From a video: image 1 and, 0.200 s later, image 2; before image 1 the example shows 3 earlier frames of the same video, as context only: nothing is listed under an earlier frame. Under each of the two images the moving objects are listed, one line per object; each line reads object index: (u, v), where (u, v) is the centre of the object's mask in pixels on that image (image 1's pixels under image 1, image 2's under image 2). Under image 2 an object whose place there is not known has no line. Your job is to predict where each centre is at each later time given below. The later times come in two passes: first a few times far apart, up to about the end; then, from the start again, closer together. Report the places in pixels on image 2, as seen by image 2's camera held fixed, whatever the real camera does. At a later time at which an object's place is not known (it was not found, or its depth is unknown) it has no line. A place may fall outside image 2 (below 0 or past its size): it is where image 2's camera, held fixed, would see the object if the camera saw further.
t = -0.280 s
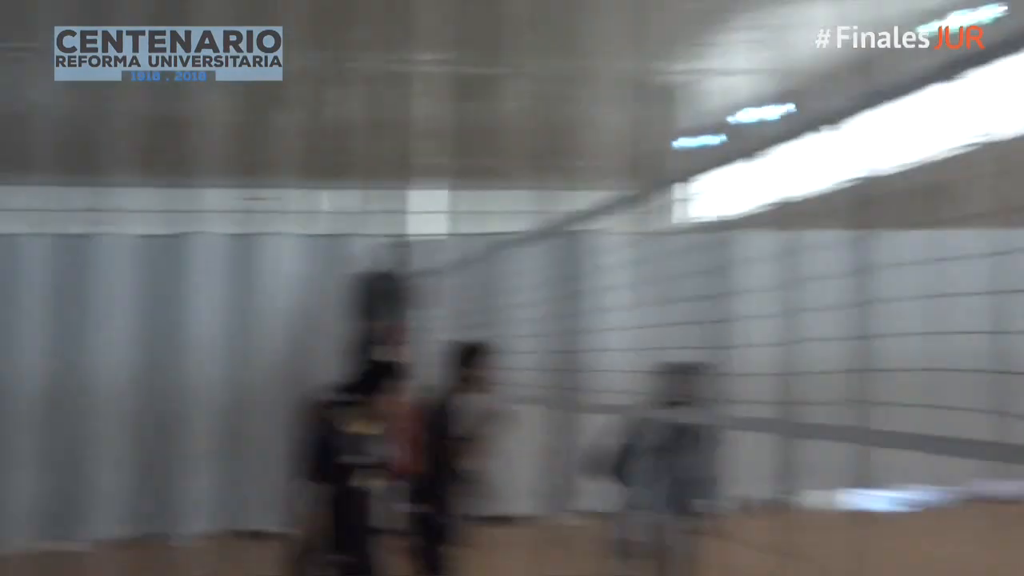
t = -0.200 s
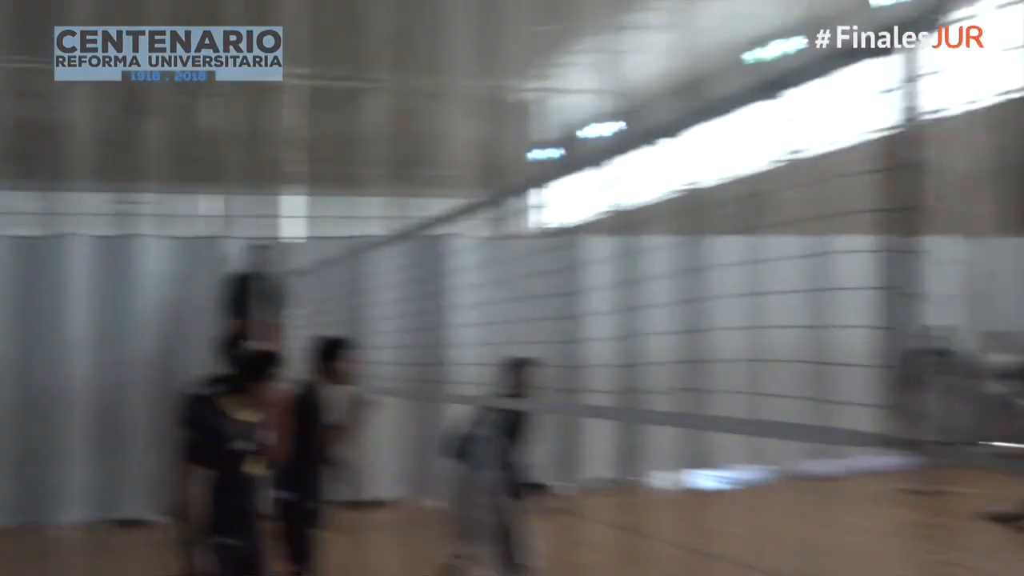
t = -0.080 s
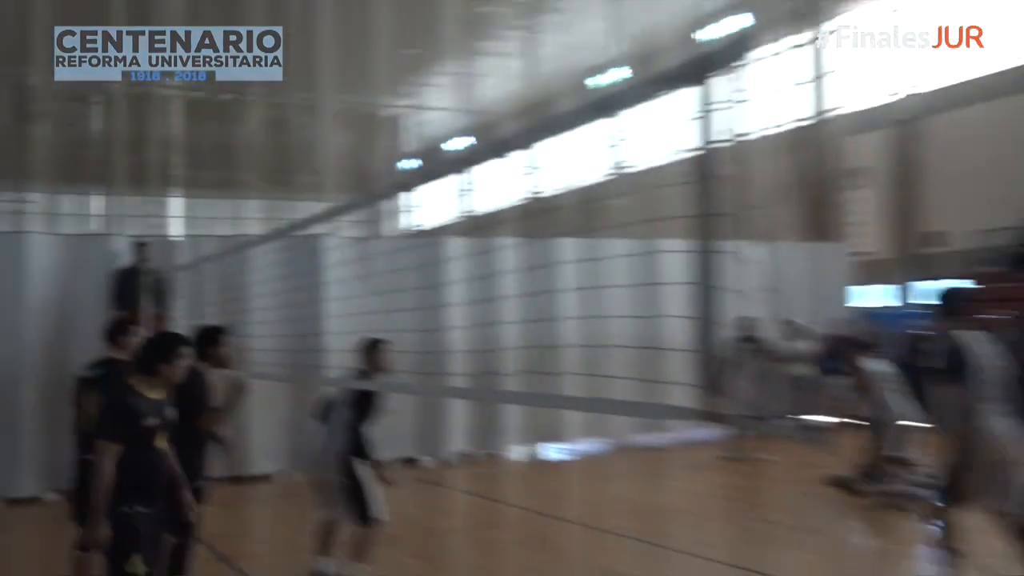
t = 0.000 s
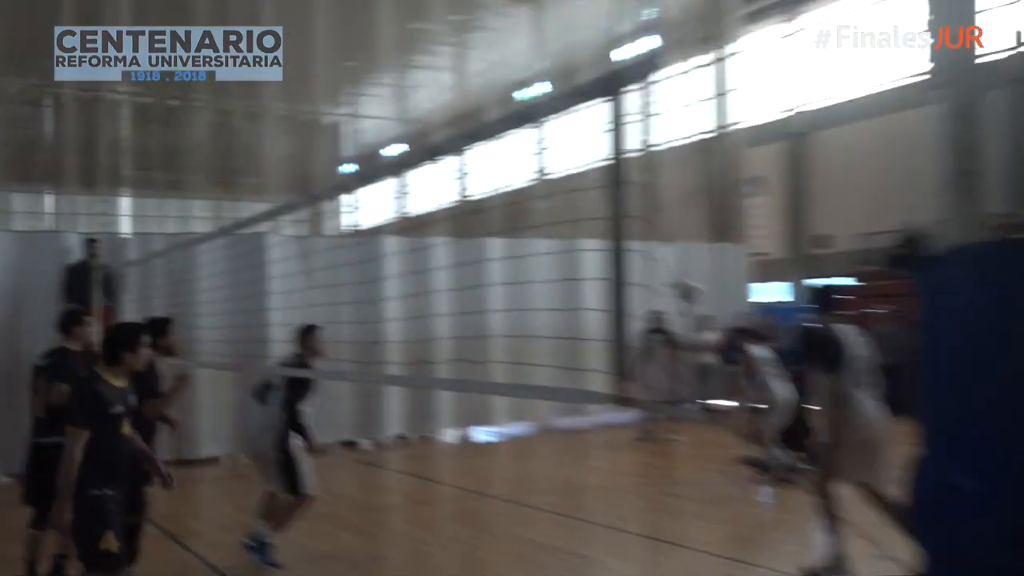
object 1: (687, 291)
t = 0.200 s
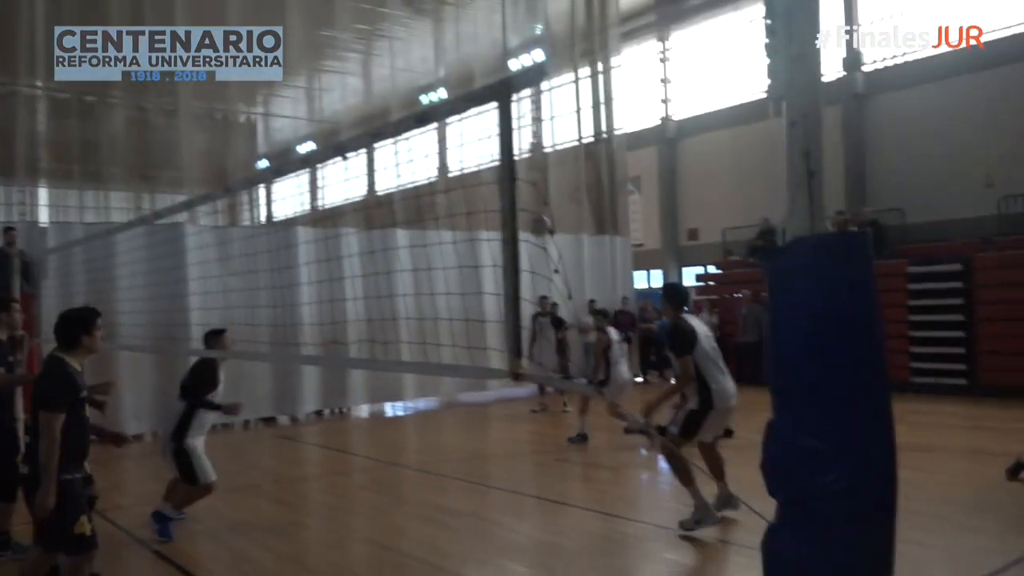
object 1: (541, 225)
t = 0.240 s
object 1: (532, 219)
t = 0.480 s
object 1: (479, 209)
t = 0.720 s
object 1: (422, 270)
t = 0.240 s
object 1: (532, 219)
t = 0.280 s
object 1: (525, 213)
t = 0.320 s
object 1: (520, 209)
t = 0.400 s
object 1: (493, 207)
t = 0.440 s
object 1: (488, 207)
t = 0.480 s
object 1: (479, 209)
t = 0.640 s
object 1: (444, 241)
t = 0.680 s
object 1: (434, 254)
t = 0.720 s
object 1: (422, 270)
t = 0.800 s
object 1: (403, 309)
